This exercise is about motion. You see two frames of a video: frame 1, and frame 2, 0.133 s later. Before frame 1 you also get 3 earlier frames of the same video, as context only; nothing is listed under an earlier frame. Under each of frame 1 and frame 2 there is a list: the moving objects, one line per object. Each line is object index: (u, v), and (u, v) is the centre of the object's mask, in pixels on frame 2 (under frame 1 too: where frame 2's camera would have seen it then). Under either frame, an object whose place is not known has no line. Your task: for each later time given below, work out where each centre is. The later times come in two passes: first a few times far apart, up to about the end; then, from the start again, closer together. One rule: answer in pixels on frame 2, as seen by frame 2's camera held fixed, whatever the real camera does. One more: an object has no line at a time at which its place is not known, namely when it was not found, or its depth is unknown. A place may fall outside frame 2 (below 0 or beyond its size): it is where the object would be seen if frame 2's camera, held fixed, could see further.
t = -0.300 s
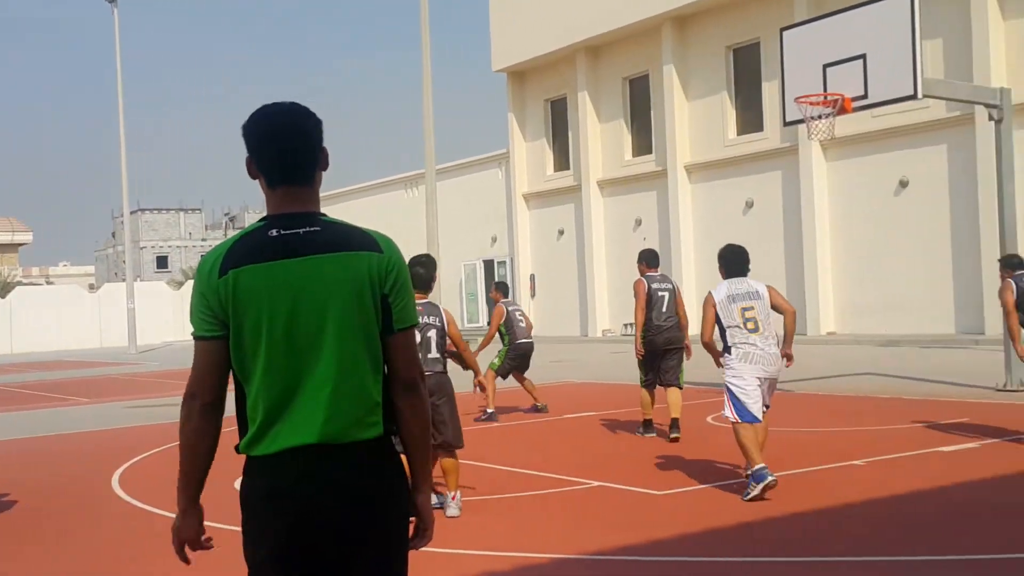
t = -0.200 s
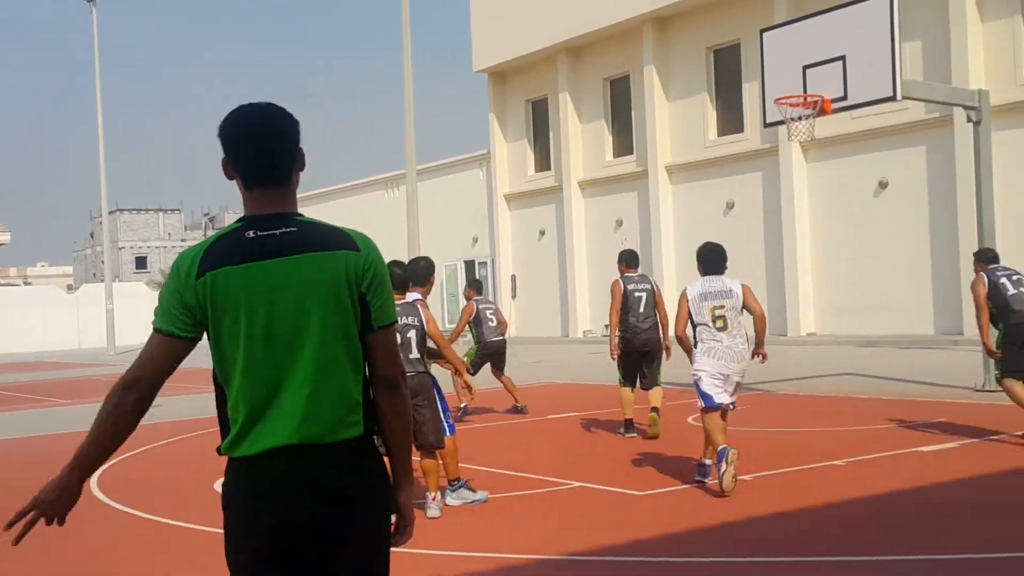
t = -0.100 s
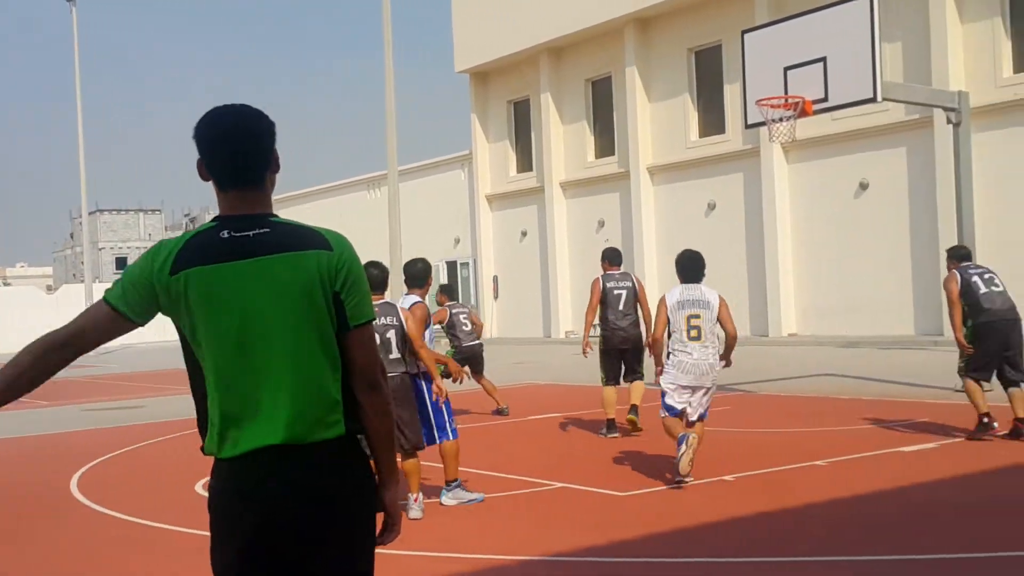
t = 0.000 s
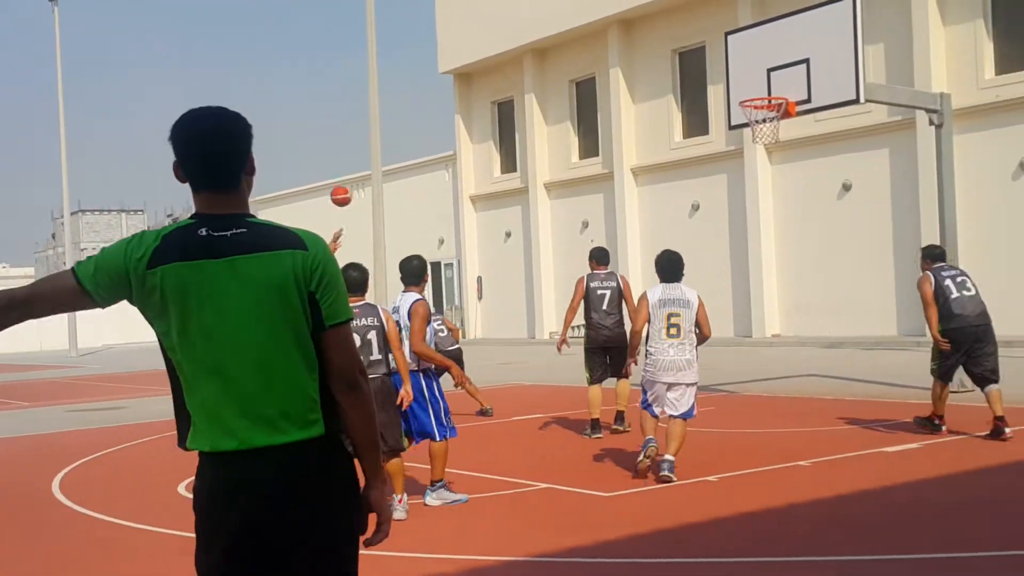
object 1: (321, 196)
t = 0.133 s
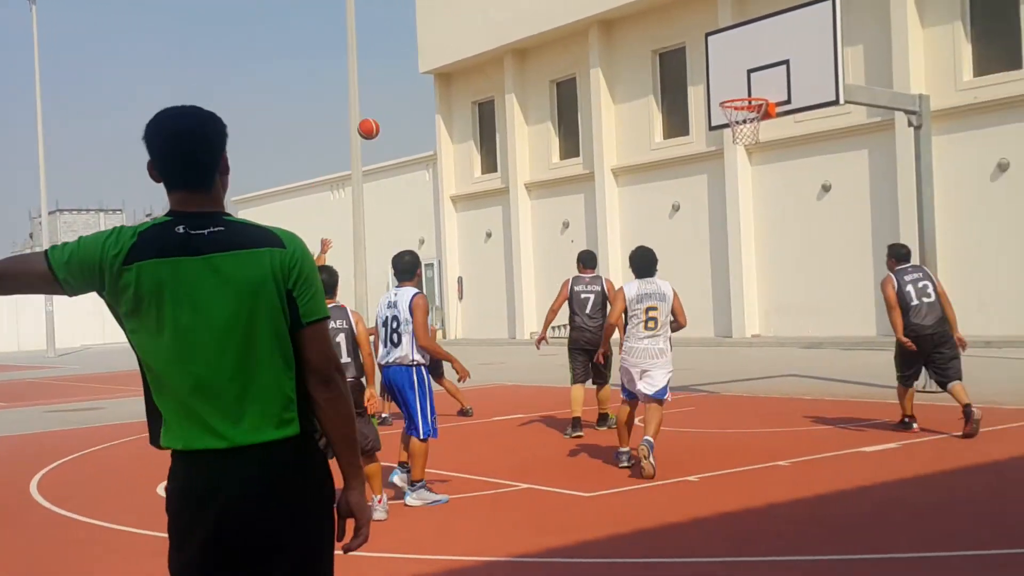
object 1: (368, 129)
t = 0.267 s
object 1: (417, 77)
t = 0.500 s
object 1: (506, 22)
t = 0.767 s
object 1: (613, 18)
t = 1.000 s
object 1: (712, 71)
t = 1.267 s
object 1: (728, 54)
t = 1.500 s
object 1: (698, 49)
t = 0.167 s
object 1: (380, 115)
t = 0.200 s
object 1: (392, 102)
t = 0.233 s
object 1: (405, 89)
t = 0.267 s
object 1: (417, 77)
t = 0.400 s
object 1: (467, 40)
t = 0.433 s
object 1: (480, 33)
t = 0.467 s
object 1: (493, 27)
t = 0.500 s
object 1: (506, 22)
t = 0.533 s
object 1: (519, 18)
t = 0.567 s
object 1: (532, 15)
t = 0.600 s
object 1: (545, 13)
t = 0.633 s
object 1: (559, 12)
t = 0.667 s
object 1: (573, 12)
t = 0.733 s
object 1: (600, 15)
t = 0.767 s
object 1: (613, 18)
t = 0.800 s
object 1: (628, 23)
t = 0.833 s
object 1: (641, 28)
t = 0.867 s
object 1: (655, 34)
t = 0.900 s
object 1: (669, 41)
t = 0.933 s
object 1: (685, 49)
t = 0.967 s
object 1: (698, 60)
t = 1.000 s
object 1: (712, 71)
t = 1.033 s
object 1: (727, 83)
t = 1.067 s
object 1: (742, 93)
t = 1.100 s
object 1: (748, 87)
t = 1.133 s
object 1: (746, 79)
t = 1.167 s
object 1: (741, 71)
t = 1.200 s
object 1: (737, 64)
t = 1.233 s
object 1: (733, 58)
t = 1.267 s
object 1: (728, 54)
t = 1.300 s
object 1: (724, 50)
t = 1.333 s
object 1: (719, 47)
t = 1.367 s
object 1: (715, 45)
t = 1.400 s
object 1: (710, 44)
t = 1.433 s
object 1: (706, 45)
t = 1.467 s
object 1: (702, 47)
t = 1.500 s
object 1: (698, 49)
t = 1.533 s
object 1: (694, 54)
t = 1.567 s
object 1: (690, 58)
